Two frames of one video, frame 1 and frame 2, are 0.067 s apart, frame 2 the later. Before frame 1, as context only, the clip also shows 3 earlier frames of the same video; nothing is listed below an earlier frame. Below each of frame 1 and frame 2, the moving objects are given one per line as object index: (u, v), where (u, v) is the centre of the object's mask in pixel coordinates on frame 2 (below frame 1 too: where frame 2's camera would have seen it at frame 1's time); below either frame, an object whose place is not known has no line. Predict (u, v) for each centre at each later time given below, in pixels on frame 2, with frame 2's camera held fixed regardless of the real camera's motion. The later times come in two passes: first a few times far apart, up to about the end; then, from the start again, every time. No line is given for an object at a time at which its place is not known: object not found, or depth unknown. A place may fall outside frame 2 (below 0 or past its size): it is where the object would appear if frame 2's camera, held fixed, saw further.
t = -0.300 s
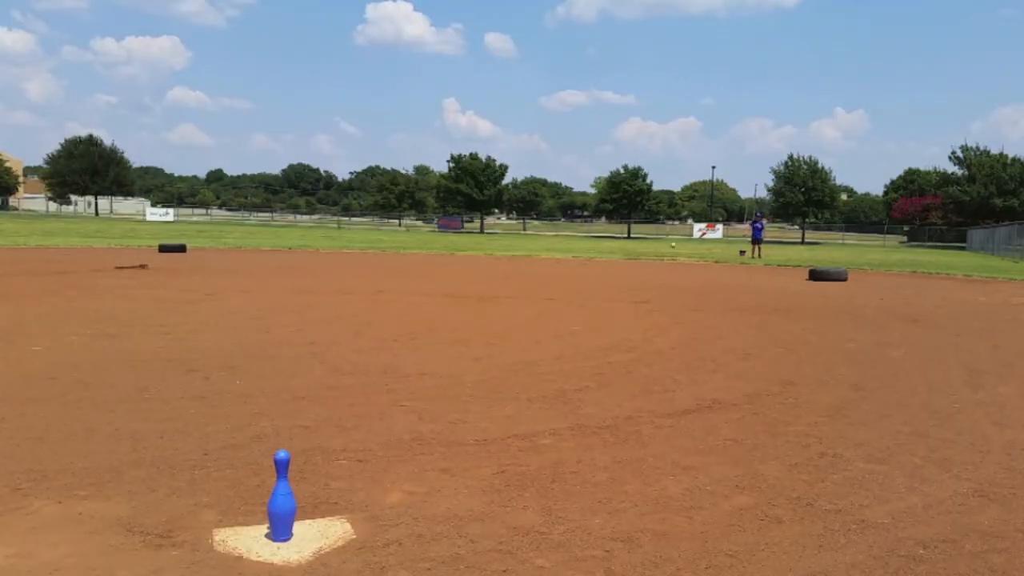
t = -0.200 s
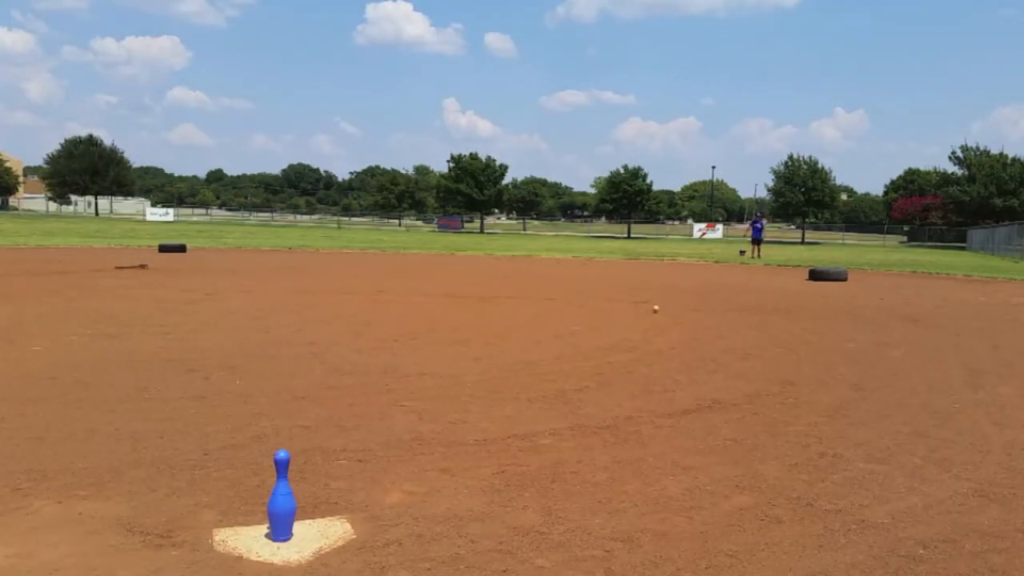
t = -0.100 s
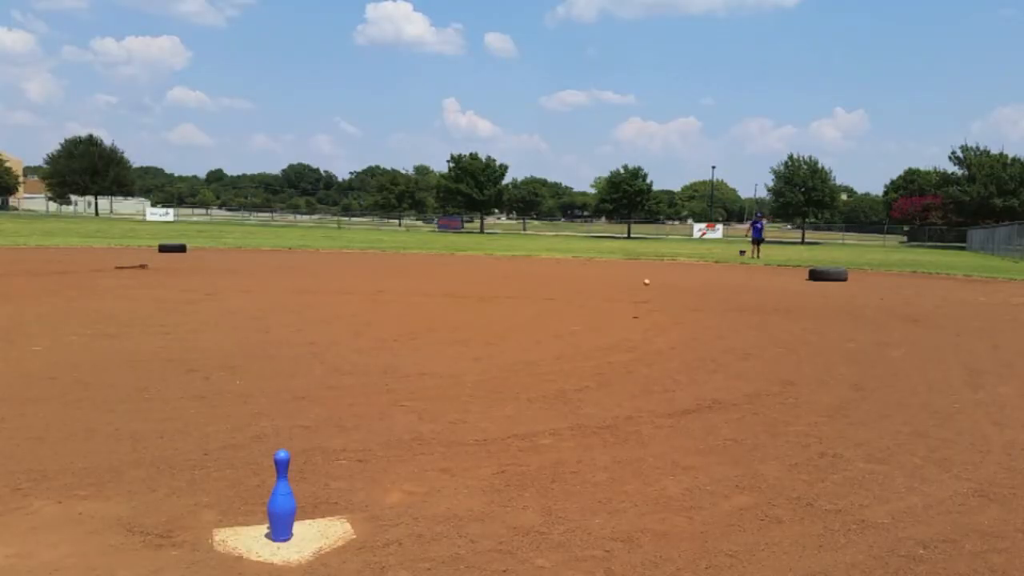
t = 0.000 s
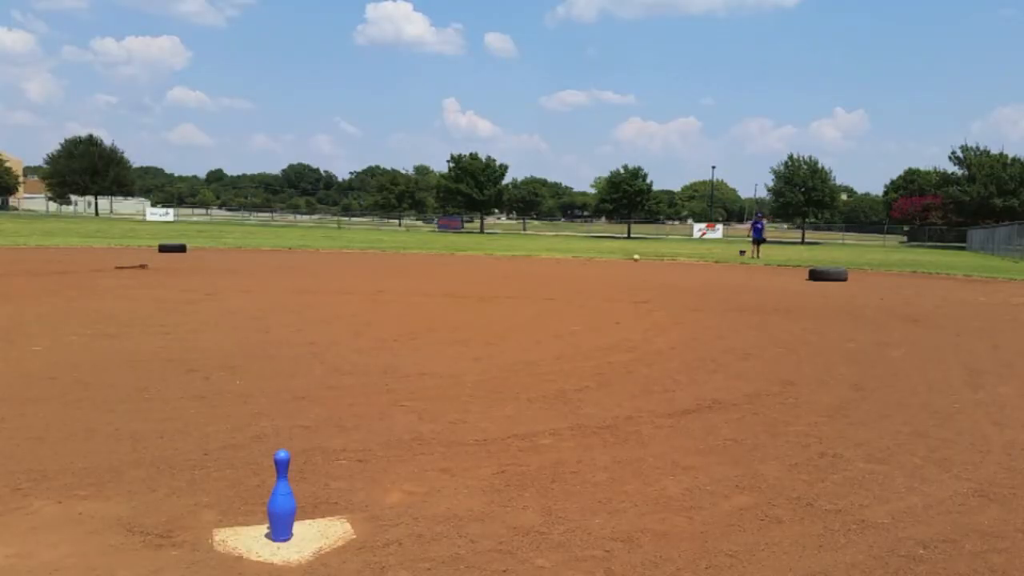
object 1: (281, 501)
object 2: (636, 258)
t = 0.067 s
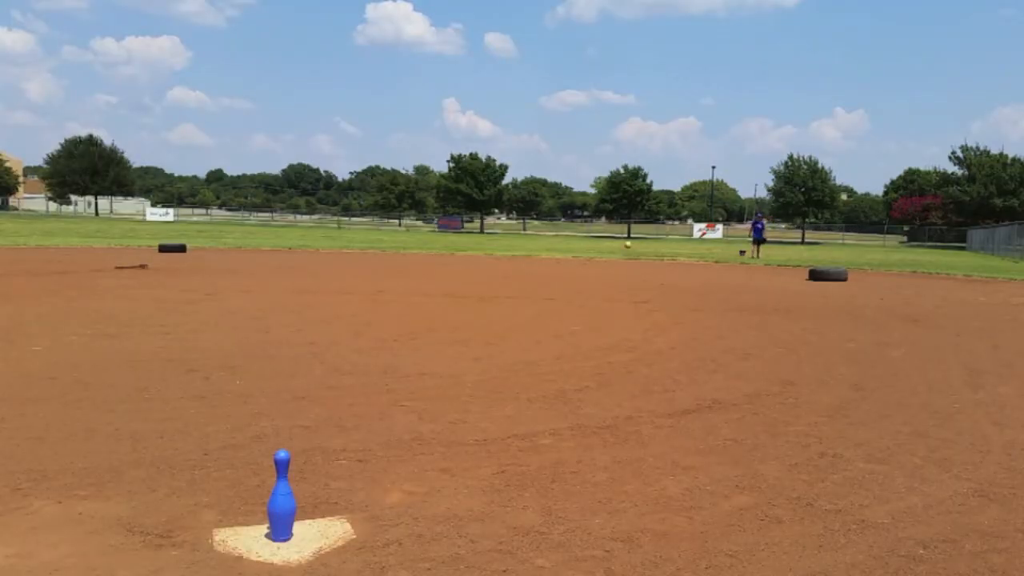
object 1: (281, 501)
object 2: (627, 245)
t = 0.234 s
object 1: (281, 501)
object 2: (601, 228)
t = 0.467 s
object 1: (281, 501)
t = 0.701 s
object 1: (281, 501)
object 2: (439, 433)
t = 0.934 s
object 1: (146, 519)
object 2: (293, 490)
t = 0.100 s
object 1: (281, 501)
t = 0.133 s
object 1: (281, 501)
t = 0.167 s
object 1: (281, 501)
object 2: (613, 231)
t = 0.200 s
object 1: (281, 501)
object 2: (608, 229)
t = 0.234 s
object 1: (281, 501)
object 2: (601, 228)
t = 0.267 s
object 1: (281, 501)
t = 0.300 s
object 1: (281, 501)
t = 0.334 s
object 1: (281, 501)
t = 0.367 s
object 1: (281, 501)
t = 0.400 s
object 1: (281, 501)
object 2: (565, 244)
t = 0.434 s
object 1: (281, 501)
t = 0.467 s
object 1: (281, 501)
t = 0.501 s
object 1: (281, 501)
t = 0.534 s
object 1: (281, 501)
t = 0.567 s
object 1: (281, 501)
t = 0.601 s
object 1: (281, 501)
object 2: (494, 345)
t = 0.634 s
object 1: (281, 501)
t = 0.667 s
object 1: (281, 501)
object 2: (460, 415)
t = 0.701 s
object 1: (281, 501)
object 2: (439, 433)
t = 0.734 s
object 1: (281, 501)
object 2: (415, 438)
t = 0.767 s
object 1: (281, 501)
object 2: (387, 449)
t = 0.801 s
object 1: (281, 501)
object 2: (354, 464)
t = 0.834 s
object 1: (281, 501)
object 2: (313, 485)
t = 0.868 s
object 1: (246, 505)
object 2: (299, 489)
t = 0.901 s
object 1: (196, 511)
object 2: (296, 488)
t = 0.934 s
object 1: (146, 519)
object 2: (293, 490)
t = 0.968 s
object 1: (92, 531)
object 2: (288, 497)
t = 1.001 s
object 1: (45, 550)
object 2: (283, 511)
